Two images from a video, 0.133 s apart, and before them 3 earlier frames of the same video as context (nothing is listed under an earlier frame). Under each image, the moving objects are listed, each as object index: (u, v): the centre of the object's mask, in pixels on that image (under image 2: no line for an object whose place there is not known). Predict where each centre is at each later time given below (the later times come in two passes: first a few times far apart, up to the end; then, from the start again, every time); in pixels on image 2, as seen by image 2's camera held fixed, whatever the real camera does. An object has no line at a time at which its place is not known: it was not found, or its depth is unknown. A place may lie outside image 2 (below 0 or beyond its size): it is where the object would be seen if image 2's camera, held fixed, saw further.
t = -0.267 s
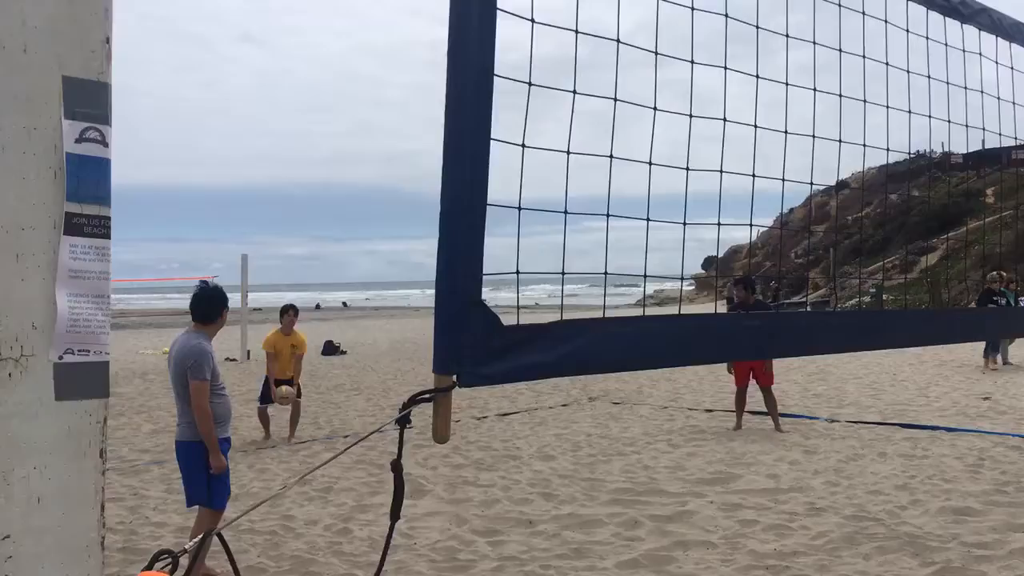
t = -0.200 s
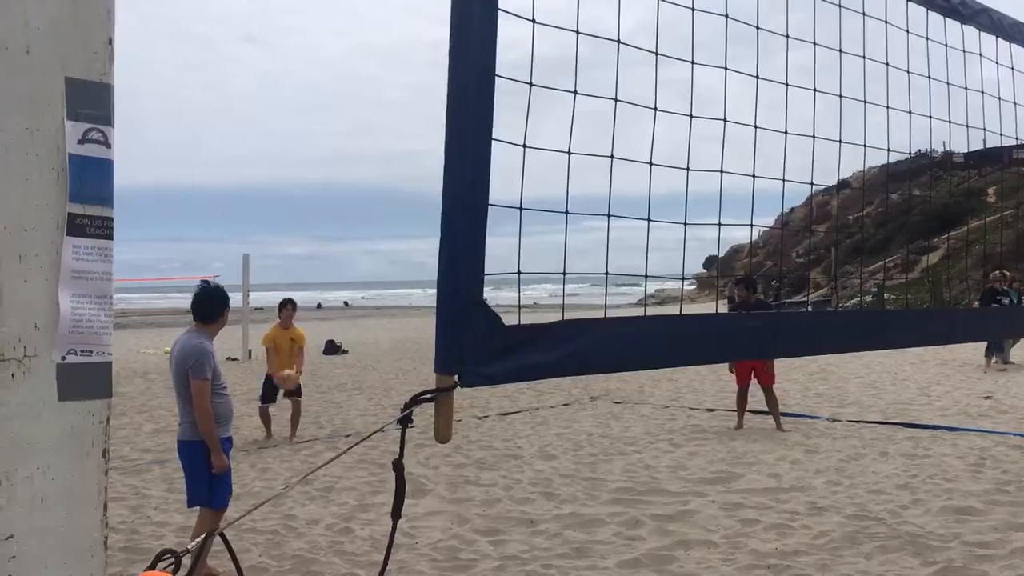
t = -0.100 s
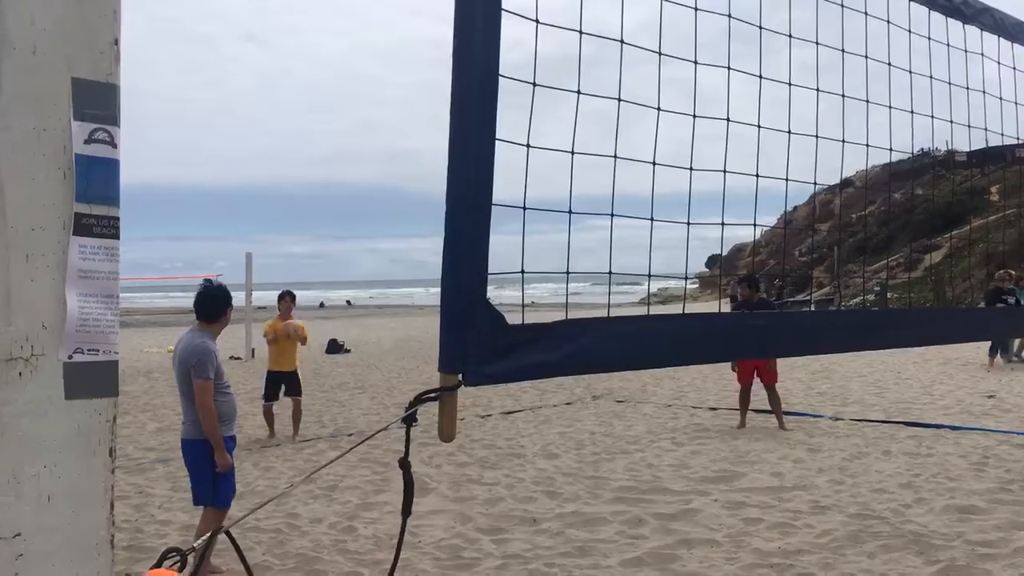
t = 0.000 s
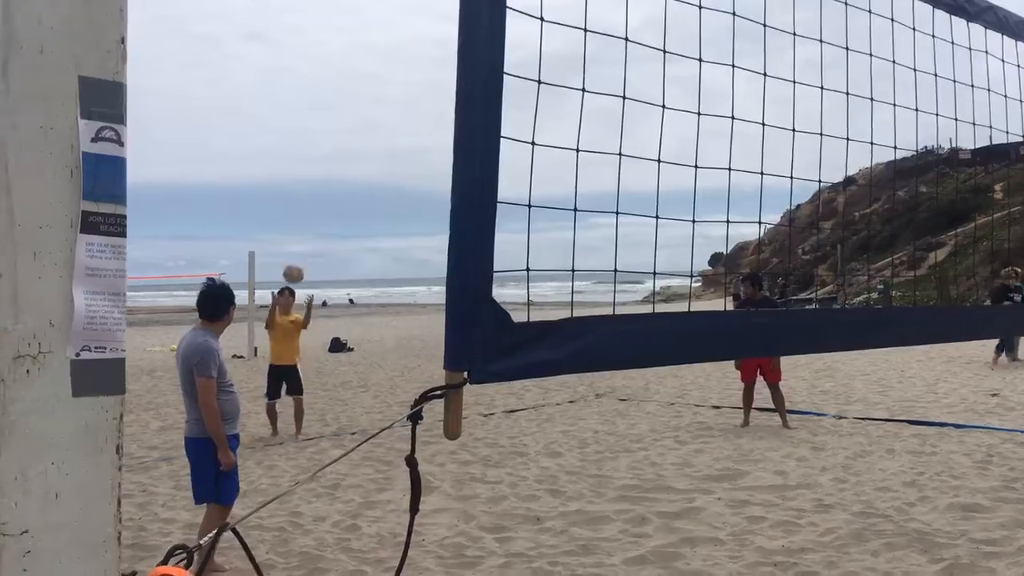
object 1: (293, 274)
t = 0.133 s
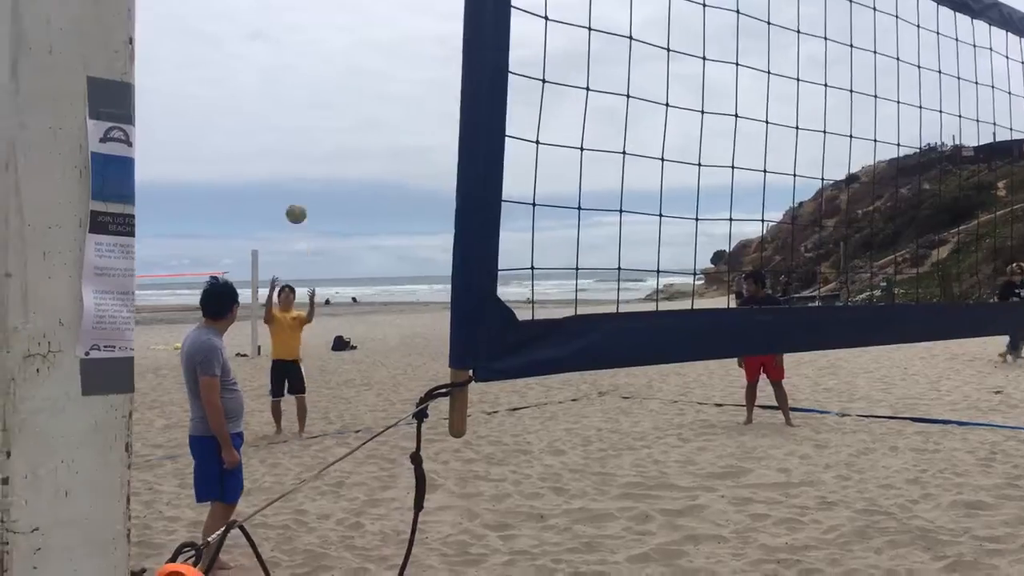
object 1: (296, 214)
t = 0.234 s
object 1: (295, 181)
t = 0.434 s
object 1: (293, 146)
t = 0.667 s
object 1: (291, 148)
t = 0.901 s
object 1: (288, 197)
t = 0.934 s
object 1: (288, 208)
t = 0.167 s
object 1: (295, 202)
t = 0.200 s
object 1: (295, 191)
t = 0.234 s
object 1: (295, 181)
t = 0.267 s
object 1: (295, 173)
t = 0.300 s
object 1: (295, 165)
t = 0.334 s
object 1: (294, 159)
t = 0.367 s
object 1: (294, 153)
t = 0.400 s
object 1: (294, 149)
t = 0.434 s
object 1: (293, 146)
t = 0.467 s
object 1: (293, 143)
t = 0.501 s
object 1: (293, 141)
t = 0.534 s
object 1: (293, 141)
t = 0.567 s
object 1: (292, 141)
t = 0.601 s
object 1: (292, 142)
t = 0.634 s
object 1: (291, 145)
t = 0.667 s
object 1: (291, 148)
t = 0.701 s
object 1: (290, 152)
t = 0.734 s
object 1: (290, 157)
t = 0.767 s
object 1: (290, 164)
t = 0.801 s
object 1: (289, 171)
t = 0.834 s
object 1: (289, 178)
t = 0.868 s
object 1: (288, 187)
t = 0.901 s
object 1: (288, 197)
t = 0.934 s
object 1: (288, 208)
